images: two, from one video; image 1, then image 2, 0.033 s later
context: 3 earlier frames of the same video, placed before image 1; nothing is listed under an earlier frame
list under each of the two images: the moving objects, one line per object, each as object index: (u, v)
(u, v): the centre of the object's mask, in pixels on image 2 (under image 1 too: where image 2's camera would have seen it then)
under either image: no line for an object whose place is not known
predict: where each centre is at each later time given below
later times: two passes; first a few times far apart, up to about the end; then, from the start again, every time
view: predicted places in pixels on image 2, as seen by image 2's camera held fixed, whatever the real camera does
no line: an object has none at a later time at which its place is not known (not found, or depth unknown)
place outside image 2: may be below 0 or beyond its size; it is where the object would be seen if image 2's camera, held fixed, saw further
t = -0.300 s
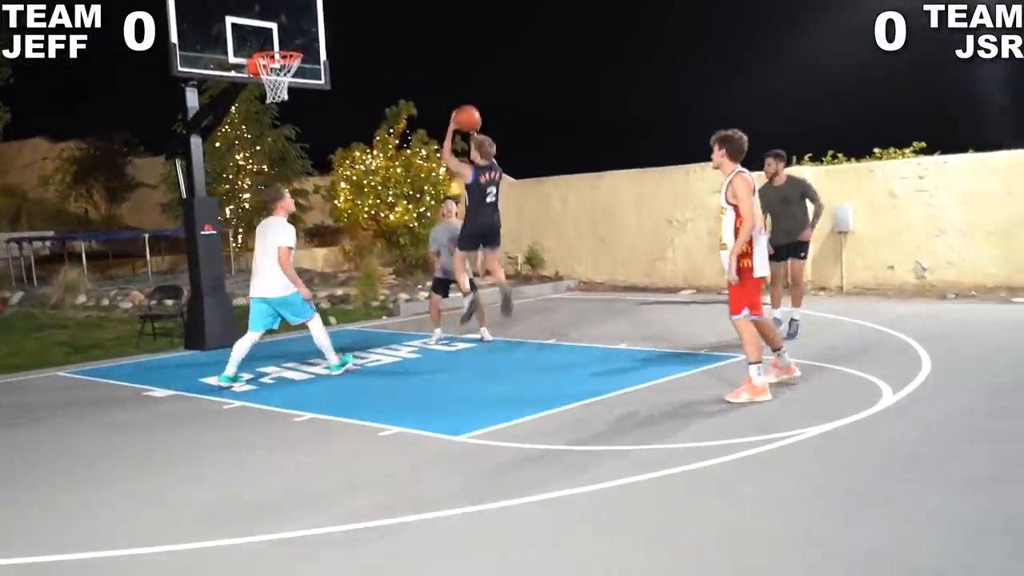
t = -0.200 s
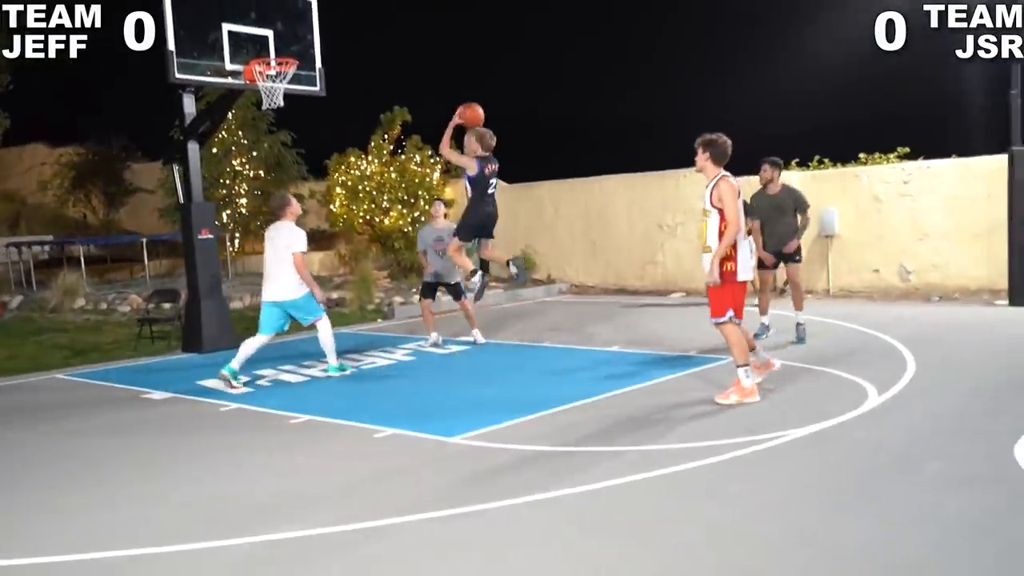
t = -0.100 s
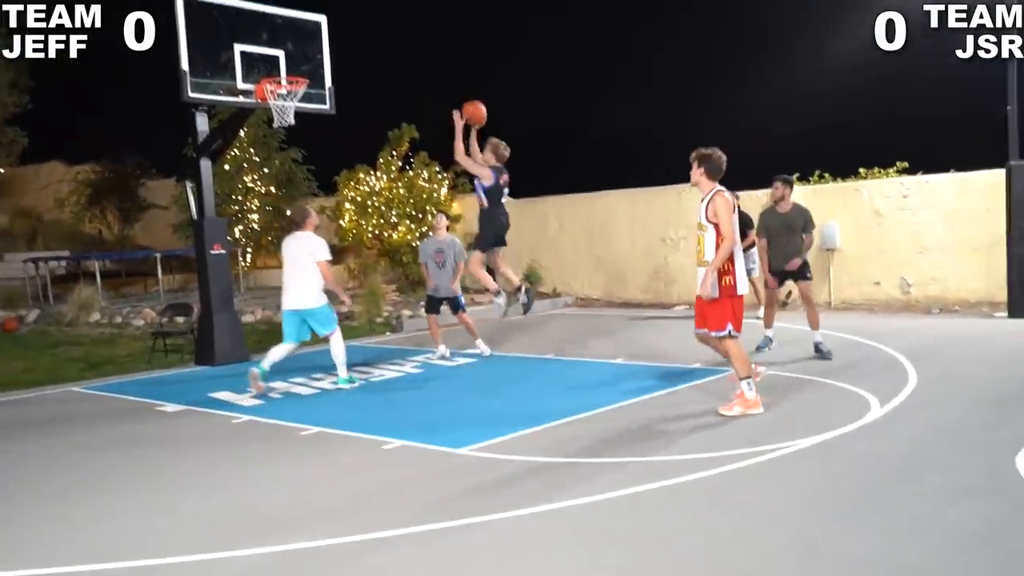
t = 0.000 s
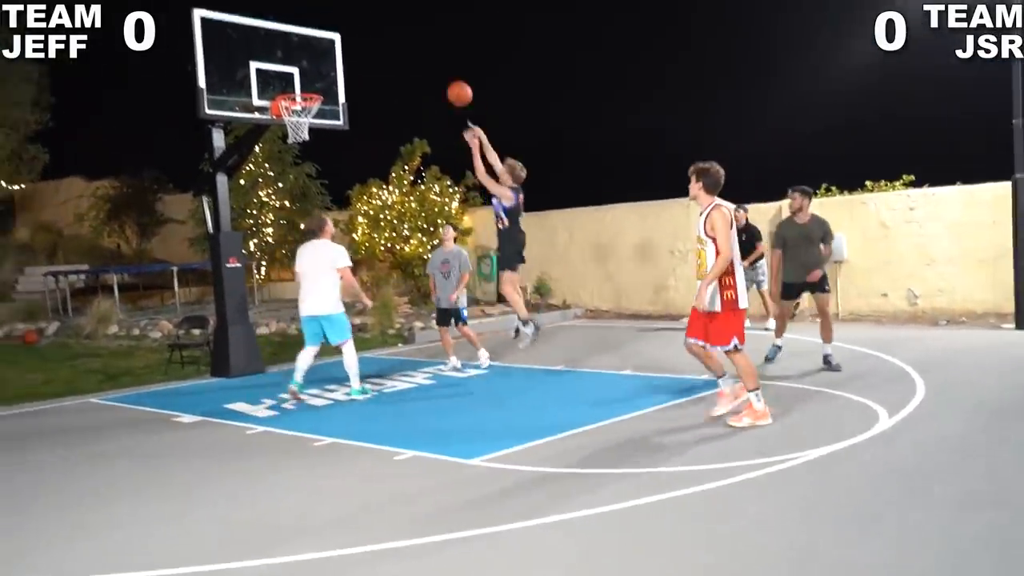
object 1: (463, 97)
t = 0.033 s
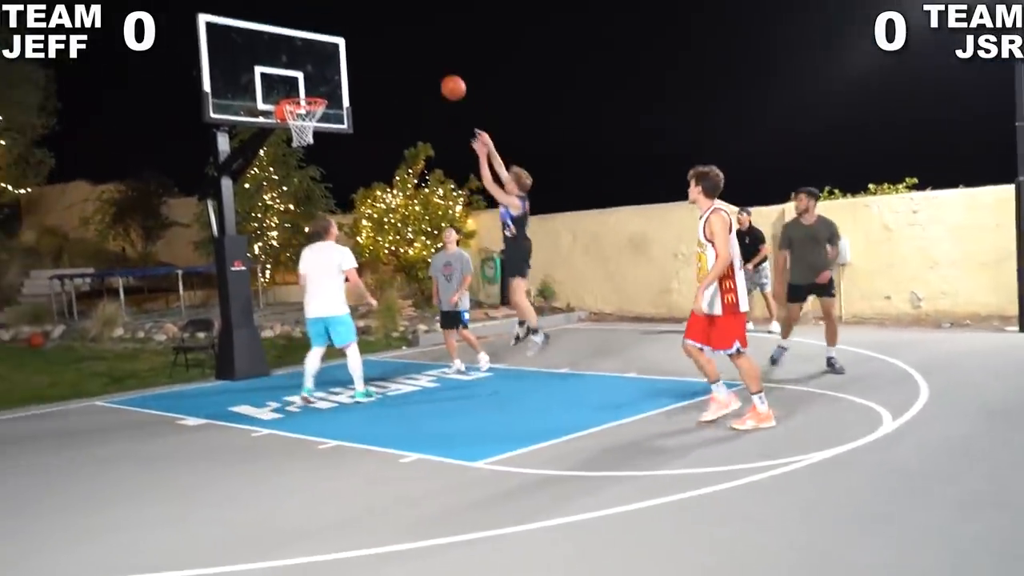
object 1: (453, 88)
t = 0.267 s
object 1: (388, 52)
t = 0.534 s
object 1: (324, 76)
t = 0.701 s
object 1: (287, 117)
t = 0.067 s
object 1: (444, 79)
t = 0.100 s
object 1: (434, 72)
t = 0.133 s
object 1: (424, 66)
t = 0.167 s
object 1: (415, 61)
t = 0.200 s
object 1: (406, 57)
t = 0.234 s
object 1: (396, 54)
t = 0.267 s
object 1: (388, 52)
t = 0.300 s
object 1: (379, 51)
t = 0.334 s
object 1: (371, 52)
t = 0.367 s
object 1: (363, 53)
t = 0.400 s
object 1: (356, 56)
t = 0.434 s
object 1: (347, 59)
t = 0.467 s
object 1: (339, 63)
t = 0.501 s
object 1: (331, 69)
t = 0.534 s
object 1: (324, 76)
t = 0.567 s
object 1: (318, 83)
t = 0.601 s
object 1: (310, 90)
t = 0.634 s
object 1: (304, 96)
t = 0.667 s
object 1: (300, 108)
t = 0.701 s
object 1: (287, 117)
